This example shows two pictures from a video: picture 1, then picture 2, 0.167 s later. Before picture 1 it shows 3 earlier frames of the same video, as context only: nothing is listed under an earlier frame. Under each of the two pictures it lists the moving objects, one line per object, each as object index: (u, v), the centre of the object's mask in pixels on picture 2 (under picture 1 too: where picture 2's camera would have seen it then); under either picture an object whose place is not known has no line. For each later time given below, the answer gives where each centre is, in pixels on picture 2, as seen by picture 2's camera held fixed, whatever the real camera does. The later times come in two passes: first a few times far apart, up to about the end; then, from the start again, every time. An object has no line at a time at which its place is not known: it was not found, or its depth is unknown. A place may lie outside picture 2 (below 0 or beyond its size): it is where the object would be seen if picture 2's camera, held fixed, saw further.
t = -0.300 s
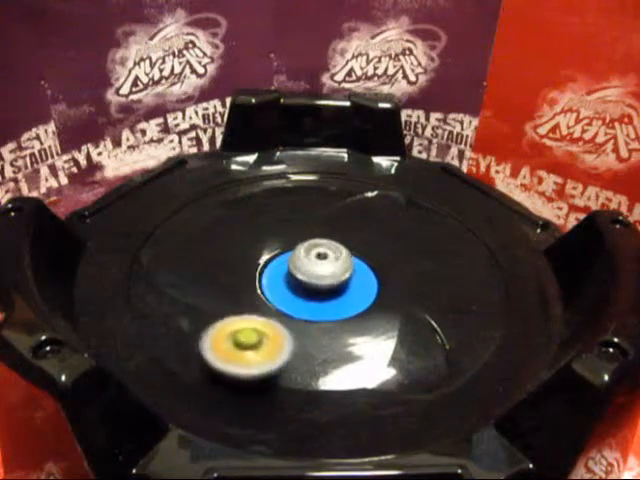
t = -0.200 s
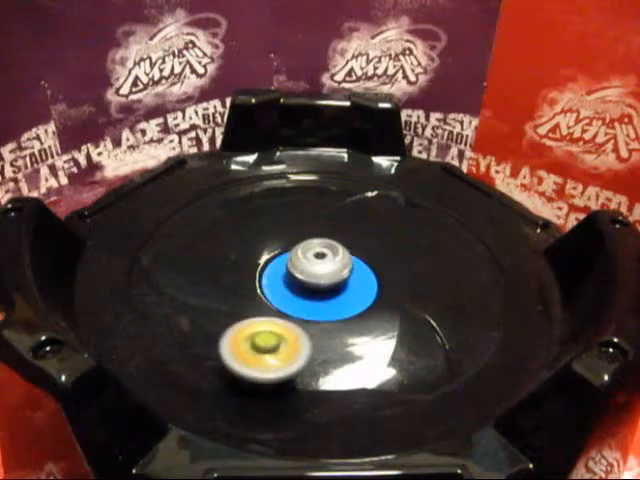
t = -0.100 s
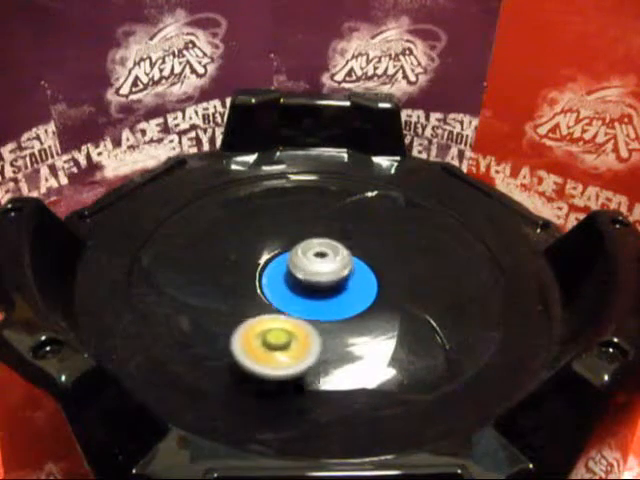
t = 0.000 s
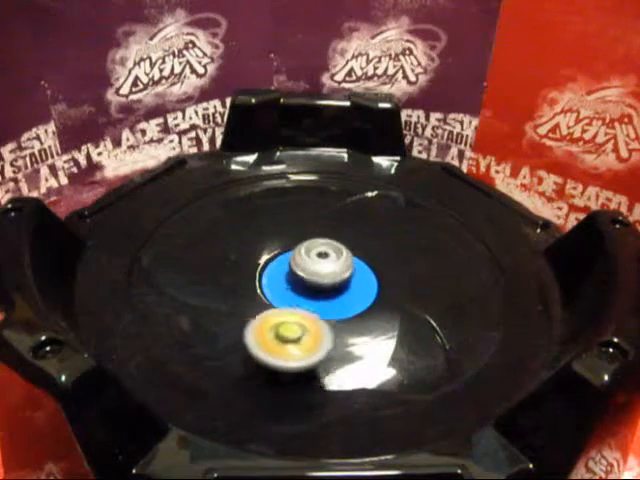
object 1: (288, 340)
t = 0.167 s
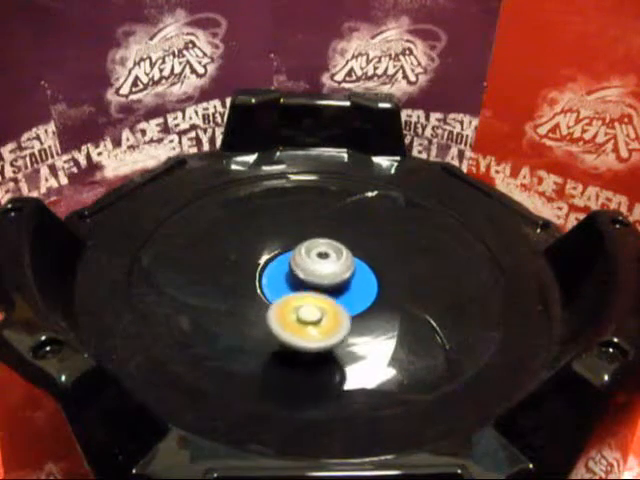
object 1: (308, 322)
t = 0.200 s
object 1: (311, 318)
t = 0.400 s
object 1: (321, 309)
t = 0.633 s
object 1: (332, 311)
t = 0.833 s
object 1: (346, 300)
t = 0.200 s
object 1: (311, 318)
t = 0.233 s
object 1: (314, 314)
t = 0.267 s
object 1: (317, 310)
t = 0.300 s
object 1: (319, 306)
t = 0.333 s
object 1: (321, 301)
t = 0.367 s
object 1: (321, 302)
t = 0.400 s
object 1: (321, 309)
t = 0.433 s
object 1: (321, 314)
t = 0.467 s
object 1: (320, 316)
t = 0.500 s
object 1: (321, 318)
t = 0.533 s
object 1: (324, 316)
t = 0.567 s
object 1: (326, 315)
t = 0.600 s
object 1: (329, 313)
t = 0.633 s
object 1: (332, 311)
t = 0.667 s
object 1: (334, 309)
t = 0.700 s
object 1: (337, 306)
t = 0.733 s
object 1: (339, 304)
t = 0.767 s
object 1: (341, 301)
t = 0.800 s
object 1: (342, 298)
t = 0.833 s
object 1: (346, 300)
